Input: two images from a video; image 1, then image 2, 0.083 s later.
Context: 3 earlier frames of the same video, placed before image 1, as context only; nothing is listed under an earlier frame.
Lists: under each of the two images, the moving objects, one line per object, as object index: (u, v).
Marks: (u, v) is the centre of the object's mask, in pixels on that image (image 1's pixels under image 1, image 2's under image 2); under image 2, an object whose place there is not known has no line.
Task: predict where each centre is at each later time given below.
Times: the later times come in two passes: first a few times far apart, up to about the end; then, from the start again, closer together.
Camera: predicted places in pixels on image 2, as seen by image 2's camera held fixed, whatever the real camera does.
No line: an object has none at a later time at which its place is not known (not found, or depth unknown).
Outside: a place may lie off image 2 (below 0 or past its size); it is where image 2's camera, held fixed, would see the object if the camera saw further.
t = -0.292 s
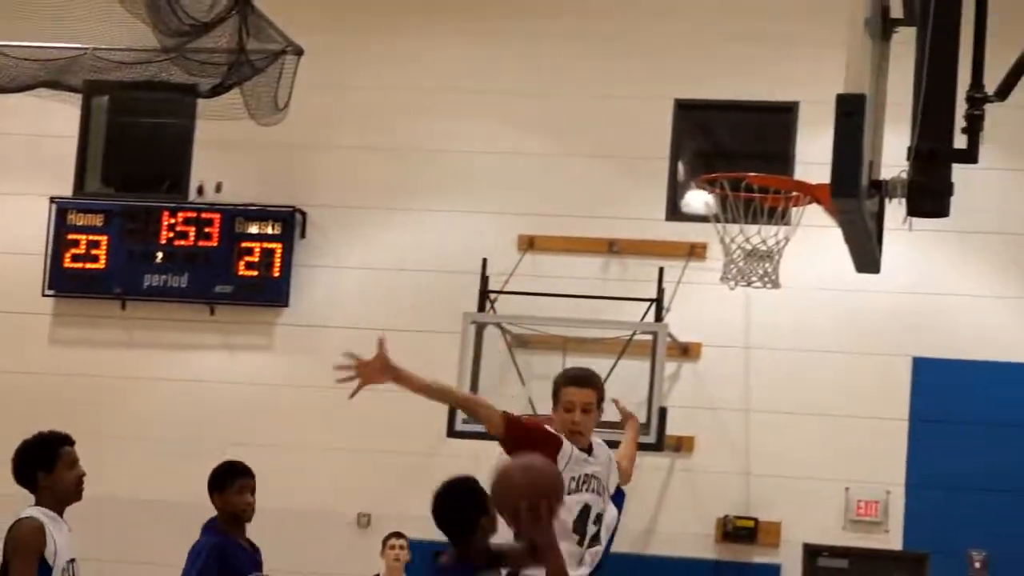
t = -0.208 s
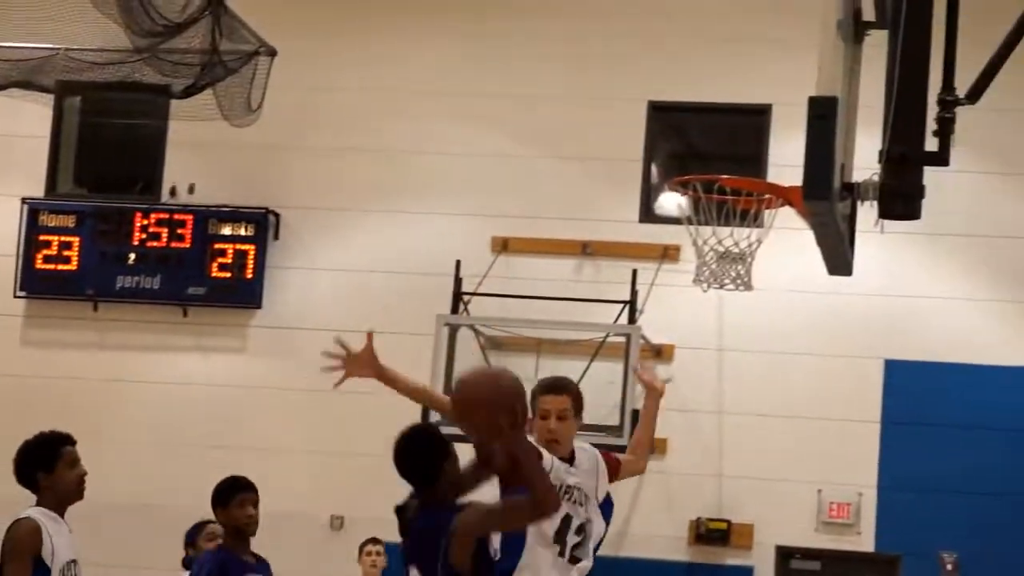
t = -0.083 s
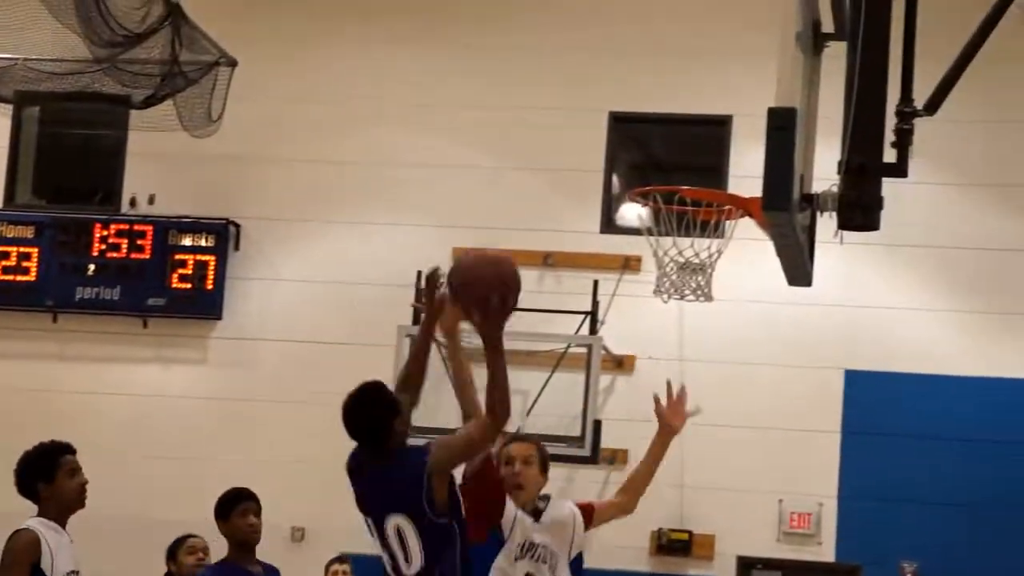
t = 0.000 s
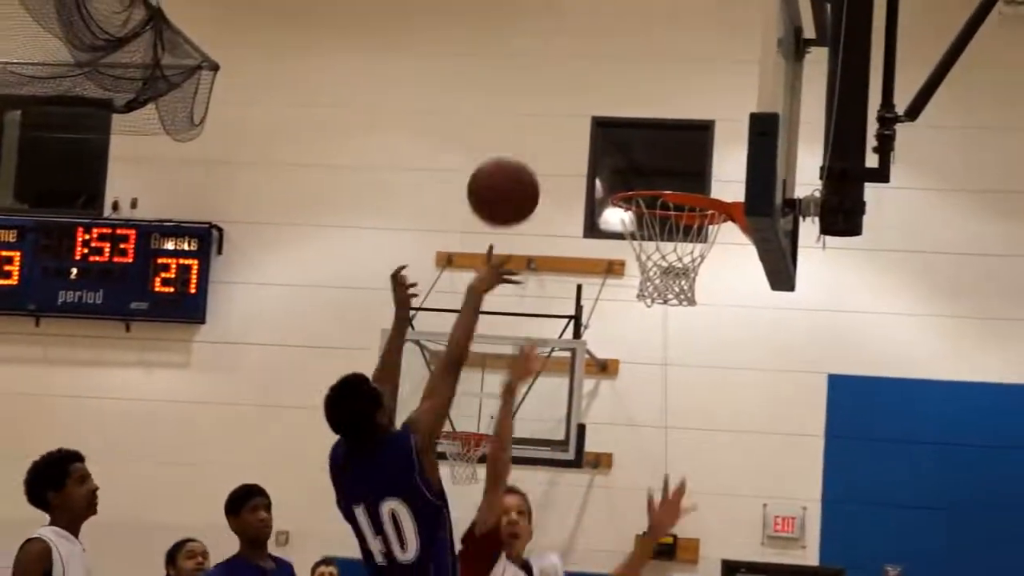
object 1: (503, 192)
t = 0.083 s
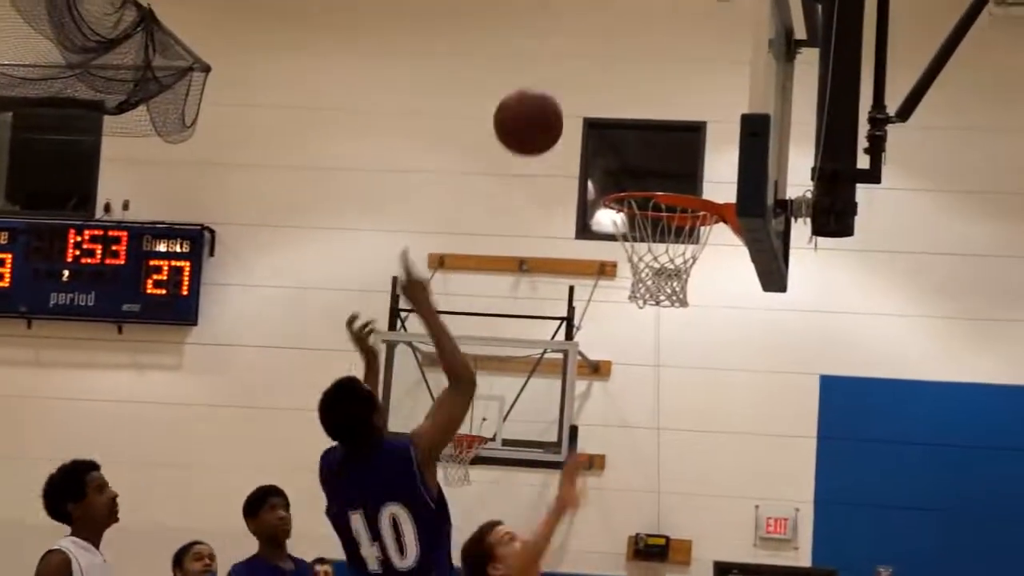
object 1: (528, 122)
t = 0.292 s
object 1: (600, 36)
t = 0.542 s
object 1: (668, 84)
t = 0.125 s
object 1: (545, 94)
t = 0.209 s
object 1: (576, 57)
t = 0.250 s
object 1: (587, 45)
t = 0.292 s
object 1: (600, 36)
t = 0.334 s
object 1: (612, 32)
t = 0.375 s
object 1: (624, 36)
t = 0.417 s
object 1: (638, 41)
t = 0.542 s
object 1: (668, 84)
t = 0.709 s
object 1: (701, 181)
